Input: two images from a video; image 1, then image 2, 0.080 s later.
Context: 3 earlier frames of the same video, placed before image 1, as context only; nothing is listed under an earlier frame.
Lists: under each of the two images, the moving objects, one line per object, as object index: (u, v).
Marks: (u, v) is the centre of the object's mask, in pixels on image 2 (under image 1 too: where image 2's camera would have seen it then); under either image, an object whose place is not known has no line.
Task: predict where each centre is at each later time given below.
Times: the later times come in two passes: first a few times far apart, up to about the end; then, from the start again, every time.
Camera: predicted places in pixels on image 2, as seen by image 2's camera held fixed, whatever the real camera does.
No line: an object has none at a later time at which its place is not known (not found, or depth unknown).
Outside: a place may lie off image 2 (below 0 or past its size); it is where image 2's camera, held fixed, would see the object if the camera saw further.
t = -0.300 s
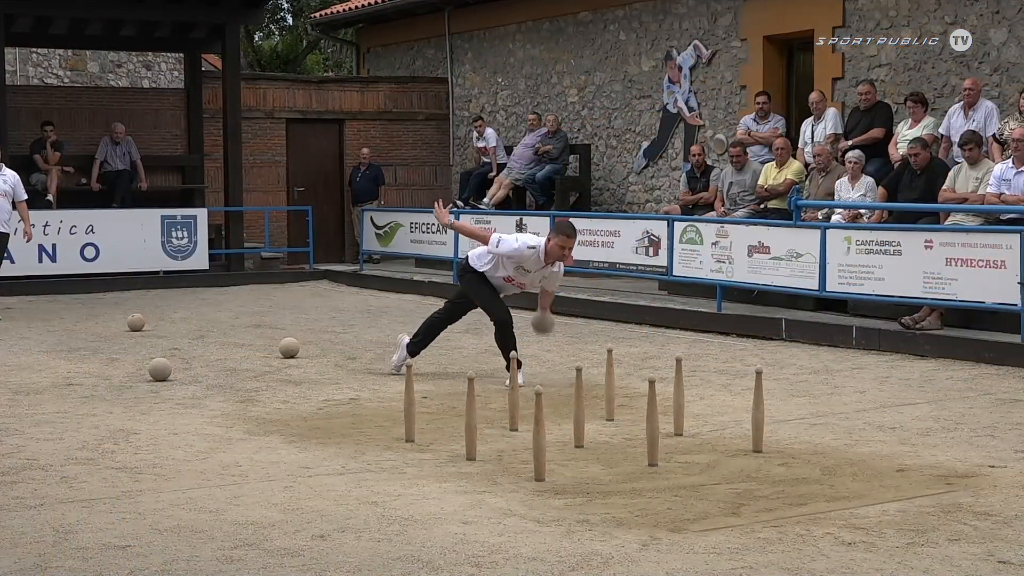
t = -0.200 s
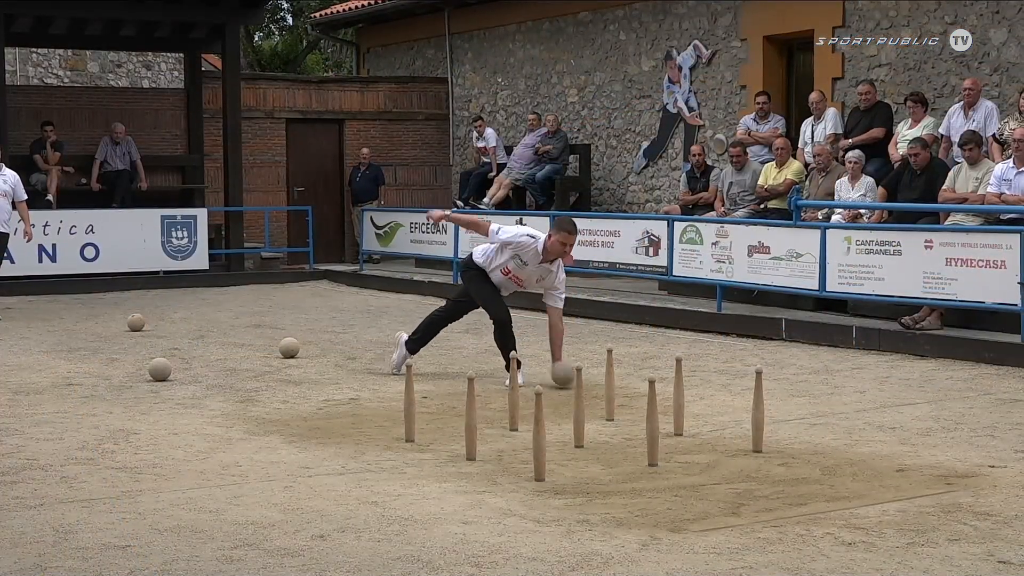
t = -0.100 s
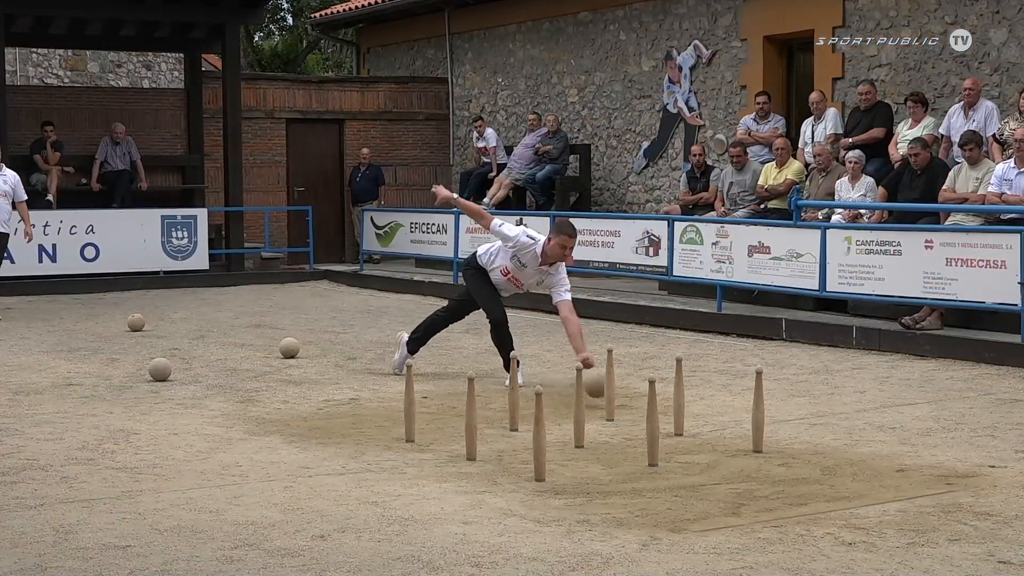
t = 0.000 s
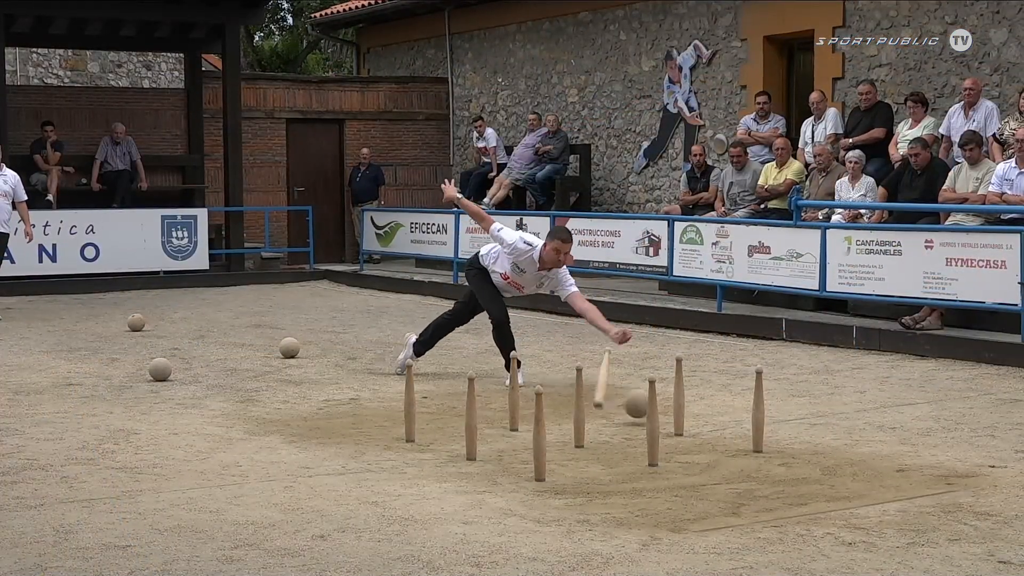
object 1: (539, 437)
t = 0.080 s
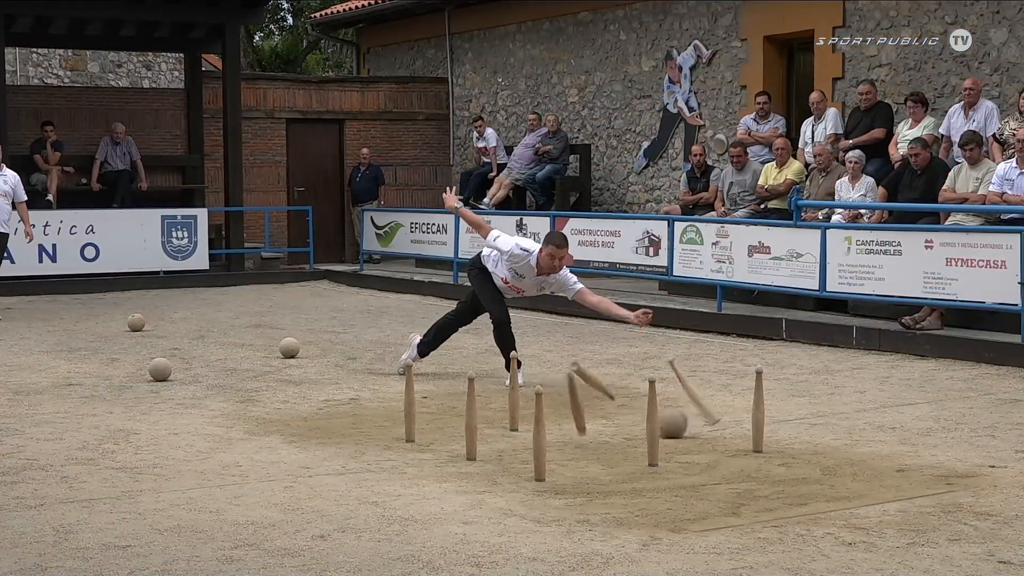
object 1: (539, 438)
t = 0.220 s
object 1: (539, 438)
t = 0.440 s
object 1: (538, 446)
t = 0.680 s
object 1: (537, 497)
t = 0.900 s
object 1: (527, 504)
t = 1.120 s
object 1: (514, 506)
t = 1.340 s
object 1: (506, 507)
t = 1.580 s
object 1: (504, 507)
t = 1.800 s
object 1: (505, 507)
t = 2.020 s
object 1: (504, 507)
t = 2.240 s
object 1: (504, 507)
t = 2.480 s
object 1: (504, 507)
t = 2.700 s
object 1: (504, 507)
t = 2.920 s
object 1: (504, 507)
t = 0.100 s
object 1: (539, 438)
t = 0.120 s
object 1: (539, 437)
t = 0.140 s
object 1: (539, 438)
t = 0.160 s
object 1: (539, 438)
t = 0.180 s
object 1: (539, 438)
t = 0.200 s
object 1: (539, 438)
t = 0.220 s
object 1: (539, 438)
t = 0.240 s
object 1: (539, 438)
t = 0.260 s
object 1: (539, 438)
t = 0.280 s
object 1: (539, 438)
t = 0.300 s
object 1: (539, 438)
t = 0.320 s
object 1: (539, 438)
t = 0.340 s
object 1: (539, 436)
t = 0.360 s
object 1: (539, 438)
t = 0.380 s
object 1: (539, 439)
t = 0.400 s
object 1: (539, 441)
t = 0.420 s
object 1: (539, 443)
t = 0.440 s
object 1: (538, 446)
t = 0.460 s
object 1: (538, 453)
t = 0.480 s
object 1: (537, 458)
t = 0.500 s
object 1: (539, 460)
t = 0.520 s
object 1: (538, 467)
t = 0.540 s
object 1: (538, 476)
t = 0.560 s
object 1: (538, 482)
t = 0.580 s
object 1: (540, 488)
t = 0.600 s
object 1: (539, 493)
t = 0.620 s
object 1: (539, 496)
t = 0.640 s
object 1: (538, 496)
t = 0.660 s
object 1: (537, 496)
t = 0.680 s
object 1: (537, 497)
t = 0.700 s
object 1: (536, 498)
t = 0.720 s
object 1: (537, 500)
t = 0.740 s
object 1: (535, 500)
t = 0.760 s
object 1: (534, 501)
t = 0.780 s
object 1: (534, 501)
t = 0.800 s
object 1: (533, 502)
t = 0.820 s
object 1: (532, 502)
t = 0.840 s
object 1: (531, 503)
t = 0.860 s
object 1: (530, 503)
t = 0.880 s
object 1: (529, 504)
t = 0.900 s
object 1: (527, 504)
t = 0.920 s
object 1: (526, 504)
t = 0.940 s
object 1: (524, 504)
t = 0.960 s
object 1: (522, 504)
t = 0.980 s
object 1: (521, 504)
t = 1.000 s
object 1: (520, 504)
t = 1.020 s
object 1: (519, 505)
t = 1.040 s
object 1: (518, 505)
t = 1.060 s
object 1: (517, 505)
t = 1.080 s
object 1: (516, 505)
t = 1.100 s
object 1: (515, 506)
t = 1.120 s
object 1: (514, 506)
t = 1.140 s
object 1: (512, 506)
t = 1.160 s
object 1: (511, 506)
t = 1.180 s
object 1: (510, 506)
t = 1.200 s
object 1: (509, 506)
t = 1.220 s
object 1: (509, 506)
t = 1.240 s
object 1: (509, 506)
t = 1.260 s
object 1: (508, 506)
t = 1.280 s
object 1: (507, 506)
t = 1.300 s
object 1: (507, 506)
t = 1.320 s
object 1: (507, 507)
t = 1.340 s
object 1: (506, 507)
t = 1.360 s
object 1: (506, 507)
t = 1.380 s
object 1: (506, 507)
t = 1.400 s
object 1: (505, 507)
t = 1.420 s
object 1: (505, 507)
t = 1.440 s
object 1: (505, 507)
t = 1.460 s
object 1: (505, 507)
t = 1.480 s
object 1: (505, 507)
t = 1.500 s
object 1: (504, 507)
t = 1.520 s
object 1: (504, 507)
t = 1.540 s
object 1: (504, 507)
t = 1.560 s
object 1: (504, 507)
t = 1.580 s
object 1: (504, 507)
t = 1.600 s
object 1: (504, 507)
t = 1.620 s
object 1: (505, 507)
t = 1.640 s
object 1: (505, 507)
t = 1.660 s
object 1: (505, 507)
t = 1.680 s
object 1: (505, 507)
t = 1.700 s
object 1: (505, 507)
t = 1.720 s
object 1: (505, 507)
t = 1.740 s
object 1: (505, 507)
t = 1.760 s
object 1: (505, 507)
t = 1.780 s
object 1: (505, 507)
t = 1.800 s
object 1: (505, 507)
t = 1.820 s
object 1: (505, 507)
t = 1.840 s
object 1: (505, 507)
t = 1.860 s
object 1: (505, 507)
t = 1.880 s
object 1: (504, 507)
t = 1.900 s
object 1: (504, 507)
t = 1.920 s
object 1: (504, 507)
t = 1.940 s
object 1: (504, 507)
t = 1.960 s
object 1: (504, 507)
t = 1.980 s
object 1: (504, 507)
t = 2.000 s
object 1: (504, 507)
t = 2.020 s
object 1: (504, 507)
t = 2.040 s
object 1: (504, 507)
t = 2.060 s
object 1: (504, 507)
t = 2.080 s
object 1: (504, 507)
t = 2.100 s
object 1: (504, 507)
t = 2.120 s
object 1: (505, 507)
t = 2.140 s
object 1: (505, 507)
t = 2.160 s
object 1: (505, 507)
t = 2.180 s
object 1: (504, 507)
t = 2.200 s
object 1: (504, 507)
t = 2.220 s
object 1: (504, 507)
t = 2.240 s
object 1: (504, 507)
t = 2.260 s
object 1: (504, 507)
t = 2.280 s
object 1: (504, 507)
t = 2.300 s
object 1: (504, 507)
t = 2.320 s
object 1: (505, 507)
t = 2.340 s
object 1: (505, 507)
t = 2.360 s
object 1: (504, 507)
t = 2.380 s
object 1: (505, 507)
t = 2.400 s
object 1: (504, 507)
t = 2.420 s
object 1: (504, 507)
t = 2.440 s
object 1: (504, 507)
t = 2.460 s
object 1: (504, 507)
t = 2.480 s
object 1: (504, 507)
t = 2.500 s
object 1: (504, 507)
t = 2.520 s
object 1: (504, 507)
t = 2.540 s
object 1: (504, 507)
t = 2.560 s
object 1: (504, 507)
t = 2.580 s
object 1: (504, 507)
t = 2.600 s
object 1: (504, 507)
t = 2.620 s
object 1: (504, 507)
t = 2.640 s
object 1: (504, 507)
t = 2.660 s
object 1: (504, 507)
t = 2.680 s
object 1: (504, 507)
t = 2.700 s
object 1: (504, 507)
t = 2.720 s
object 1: (504, 507)
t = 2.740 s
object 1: (504, 507)
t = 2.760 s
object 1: (504, 507)
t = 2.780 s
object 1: (504, 507)
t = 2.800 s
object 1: (504, 507)
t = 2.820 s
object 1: (504, 507)
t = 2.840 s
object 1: (504, 507)
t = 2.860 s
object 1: (504, 507)
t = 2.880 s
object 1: (504, 507)
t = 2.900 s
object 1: (504, 507)
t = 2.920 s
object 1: (504, 507)
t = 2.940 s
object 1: (504, 507)
